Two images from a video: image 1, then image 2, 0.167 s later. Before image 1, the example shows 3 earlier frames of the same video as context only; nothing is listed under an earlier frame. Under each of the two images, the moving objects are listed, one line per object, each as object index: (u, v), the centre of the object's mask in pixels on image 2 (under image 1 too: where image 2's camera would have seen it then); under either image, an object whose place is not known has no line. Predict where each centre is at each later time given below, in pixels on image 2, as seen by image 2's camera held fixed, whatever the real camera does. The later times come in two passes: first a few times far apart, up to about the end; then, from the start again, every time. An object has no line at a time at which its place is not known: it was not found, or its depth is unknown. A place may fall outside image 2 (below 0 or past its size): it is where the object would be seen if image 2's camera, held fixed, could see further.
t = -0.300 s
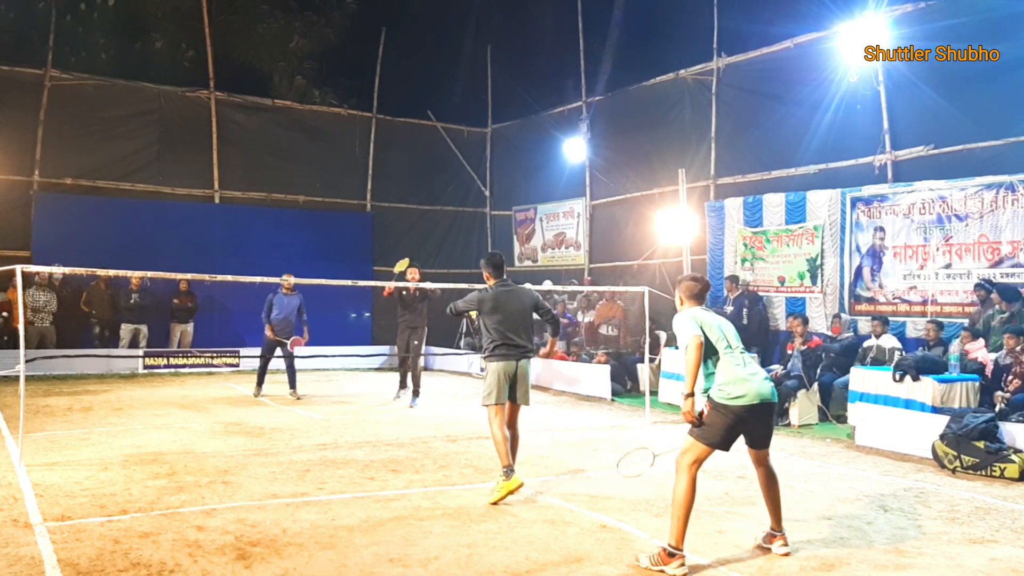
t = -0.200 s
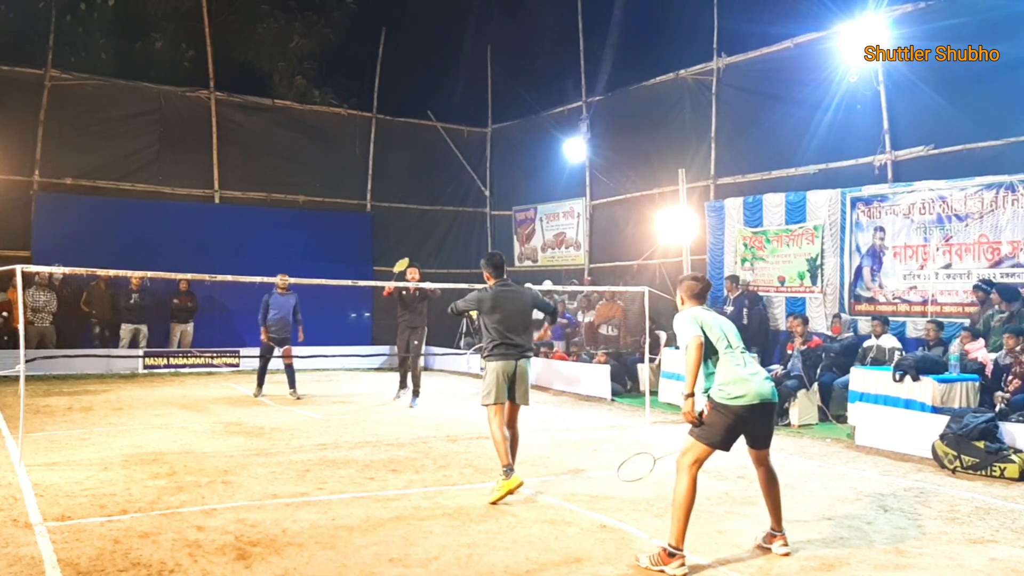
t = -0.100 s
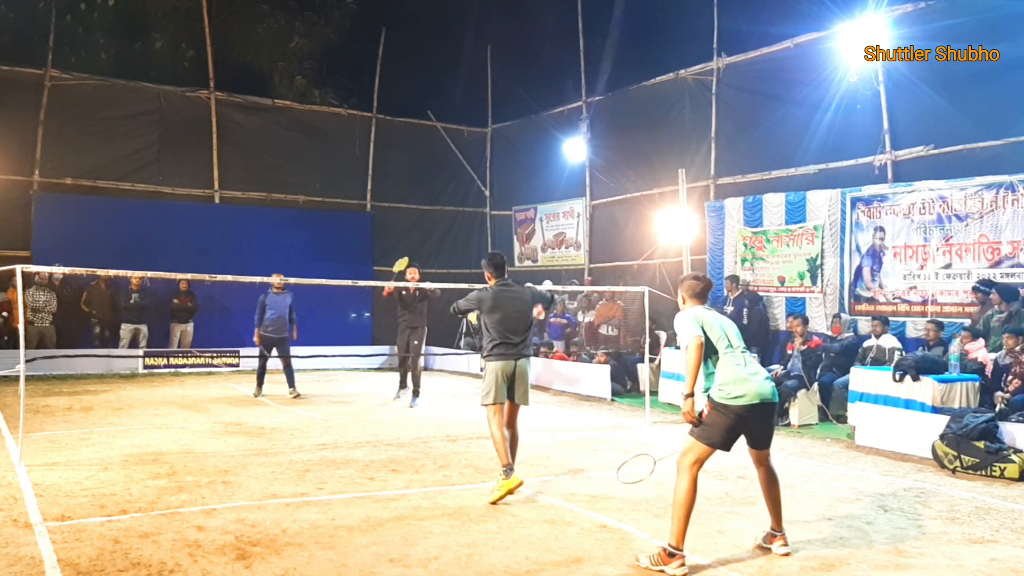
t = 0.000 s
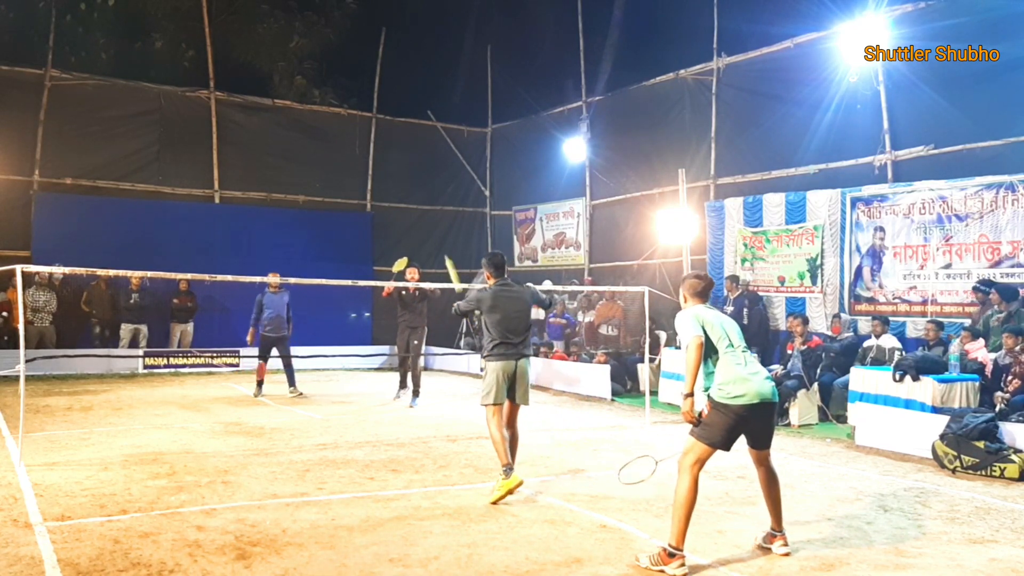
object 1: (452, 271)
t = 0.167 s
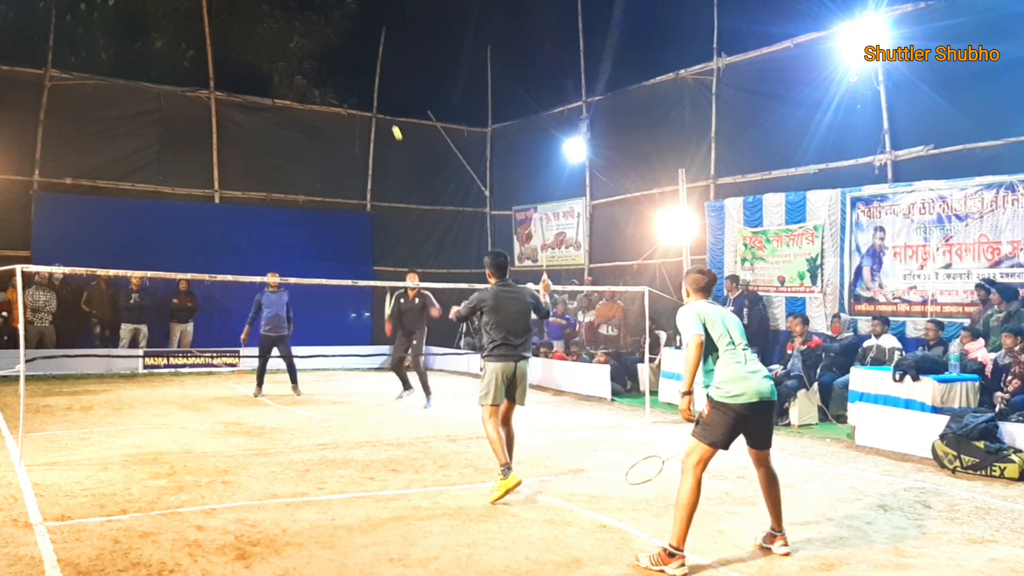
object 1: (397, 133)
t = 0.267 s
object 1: (379, 98)
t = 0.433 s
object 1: (360, 75)
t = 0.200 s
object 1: (390, 119)
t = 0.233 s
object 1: (383, 108)
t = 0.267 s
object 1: (379, 98)
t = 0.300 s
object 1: (375, 91)
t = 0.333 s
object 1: (371, 85)
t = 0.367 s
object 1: (367, 80)
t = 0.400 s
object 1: (363, 77)
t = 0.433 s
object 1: (360, 75)
